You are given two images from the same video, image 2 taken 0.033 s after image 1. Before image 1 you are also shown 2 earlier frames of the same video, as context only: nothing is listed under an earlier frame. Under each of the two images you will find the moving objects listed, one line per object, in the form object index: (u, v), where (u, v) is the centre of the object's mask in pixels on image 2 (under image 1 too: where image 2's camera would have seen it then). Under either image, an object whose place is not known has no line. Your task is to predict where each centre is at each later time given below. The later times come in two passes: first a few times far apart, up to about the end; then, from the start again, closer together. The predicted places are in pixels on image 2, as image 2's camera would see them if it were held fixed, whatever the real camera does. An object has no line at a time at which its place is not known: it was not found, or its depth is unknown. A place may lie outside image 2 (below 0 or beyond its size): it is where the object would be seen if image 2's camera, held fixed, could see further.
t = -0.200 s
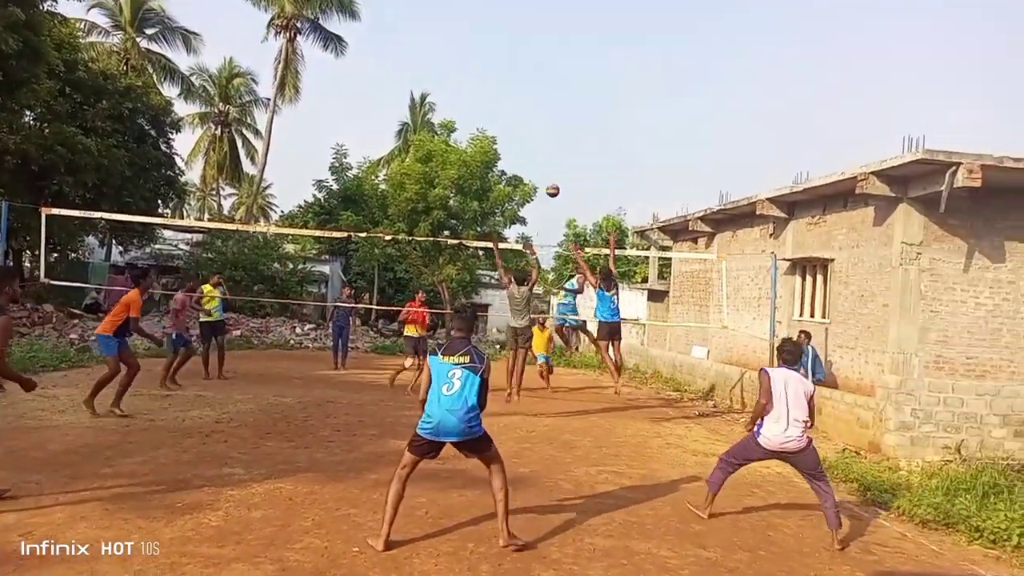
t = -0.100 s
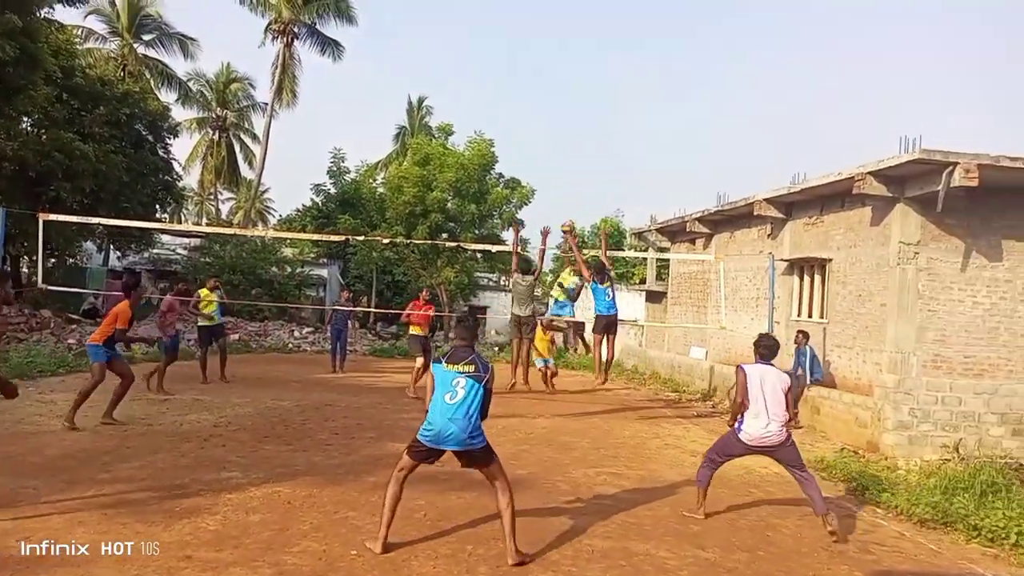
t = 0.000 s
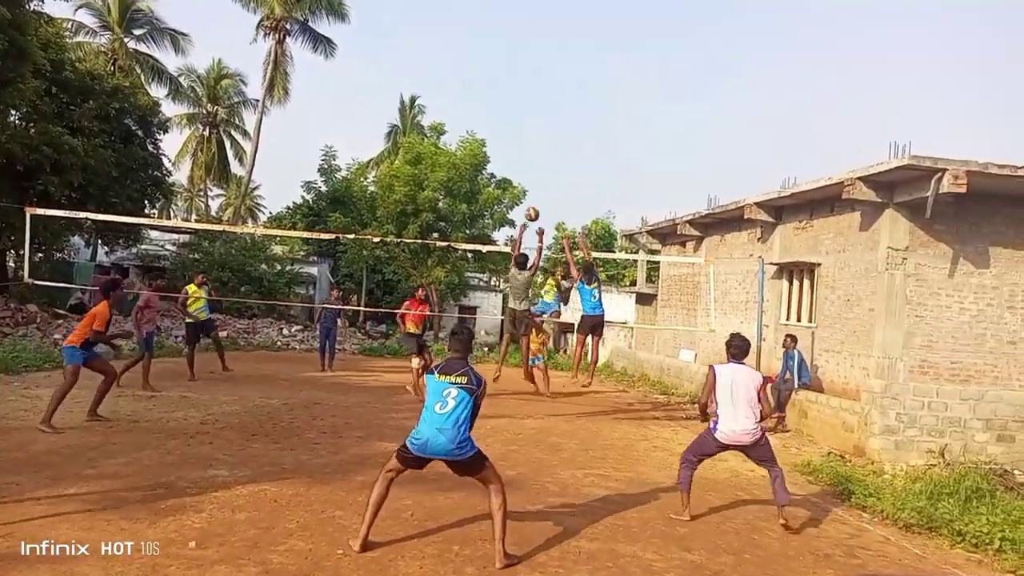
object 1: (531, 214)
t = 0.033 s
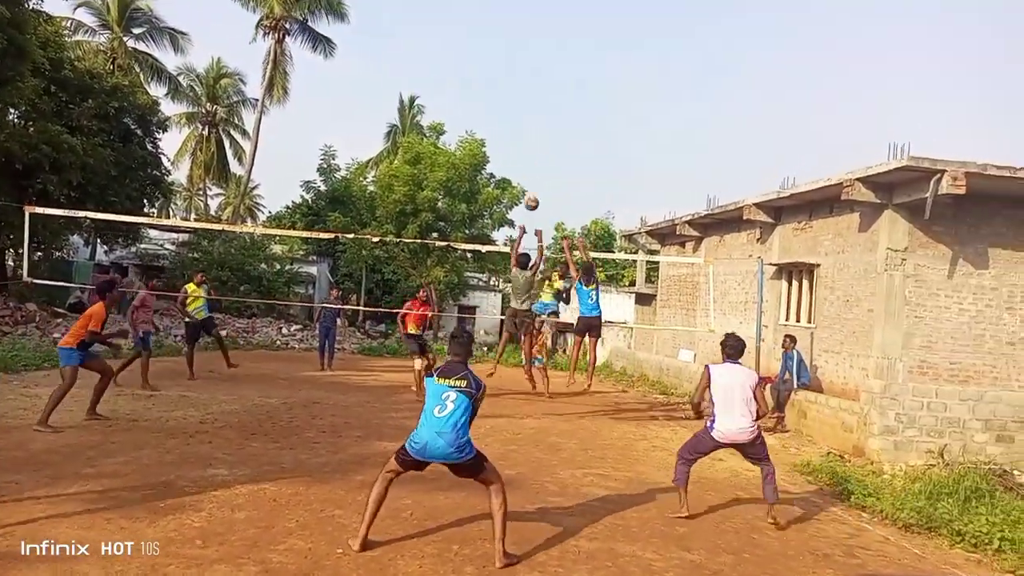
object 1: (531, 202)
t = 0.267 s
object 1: (528, 145)
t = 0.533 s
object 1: (523, 126)
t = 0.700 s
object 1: (517, 142)
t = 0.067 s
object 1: (531, 192)
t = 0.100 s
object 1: (530, 183)
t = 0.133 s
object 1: (530, 174)
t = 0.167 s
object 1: (530, 166)
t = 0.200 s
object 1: (530, 158)
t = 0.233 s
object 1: (529, 151)
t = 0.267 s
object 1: (528, 145)
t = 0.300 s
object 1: (528, 140)
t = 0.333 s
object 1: (527, 136)
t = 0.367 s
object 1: (526, 132)
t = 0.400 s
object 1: (526, 130)
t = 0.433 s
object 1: (525, 127)
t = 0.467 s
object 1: (523, 126)
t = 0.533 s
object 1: (523, 126)
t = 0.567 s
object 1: (521, 127)
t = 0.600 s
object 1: (520, 129)
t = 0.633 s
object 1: (519, 132)
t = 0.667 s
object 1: (518, 136)
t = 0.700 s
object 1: (517, 142)
